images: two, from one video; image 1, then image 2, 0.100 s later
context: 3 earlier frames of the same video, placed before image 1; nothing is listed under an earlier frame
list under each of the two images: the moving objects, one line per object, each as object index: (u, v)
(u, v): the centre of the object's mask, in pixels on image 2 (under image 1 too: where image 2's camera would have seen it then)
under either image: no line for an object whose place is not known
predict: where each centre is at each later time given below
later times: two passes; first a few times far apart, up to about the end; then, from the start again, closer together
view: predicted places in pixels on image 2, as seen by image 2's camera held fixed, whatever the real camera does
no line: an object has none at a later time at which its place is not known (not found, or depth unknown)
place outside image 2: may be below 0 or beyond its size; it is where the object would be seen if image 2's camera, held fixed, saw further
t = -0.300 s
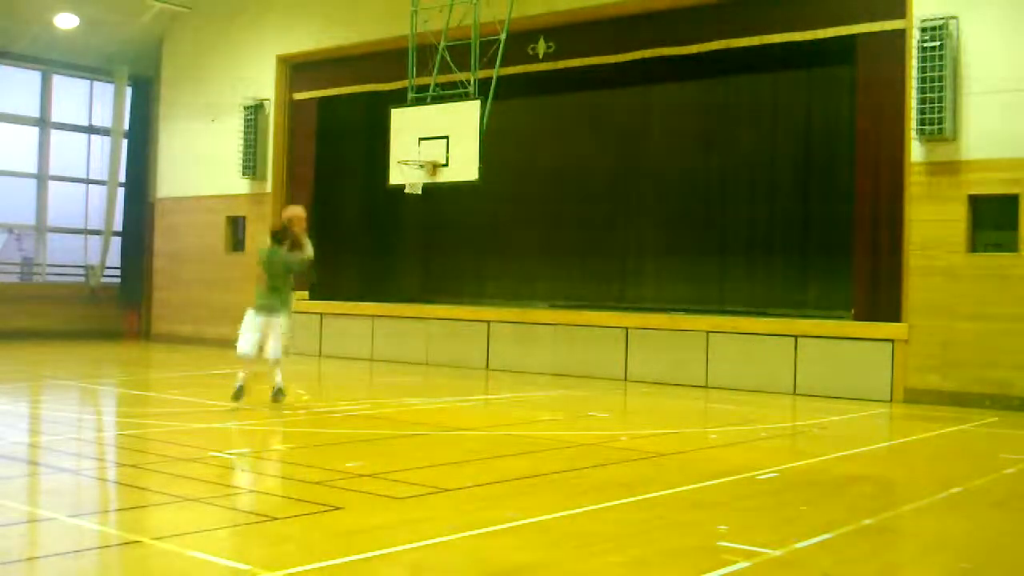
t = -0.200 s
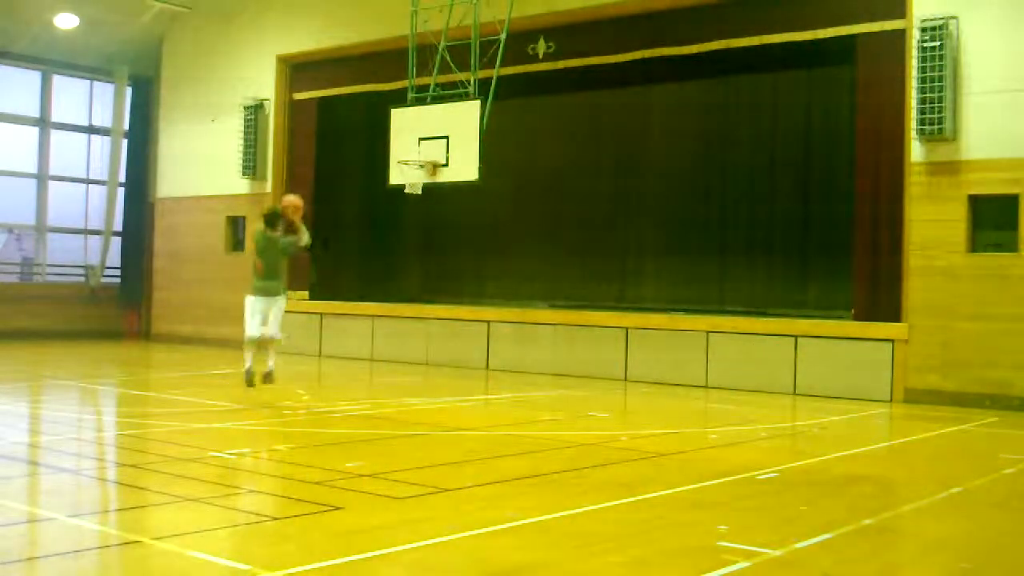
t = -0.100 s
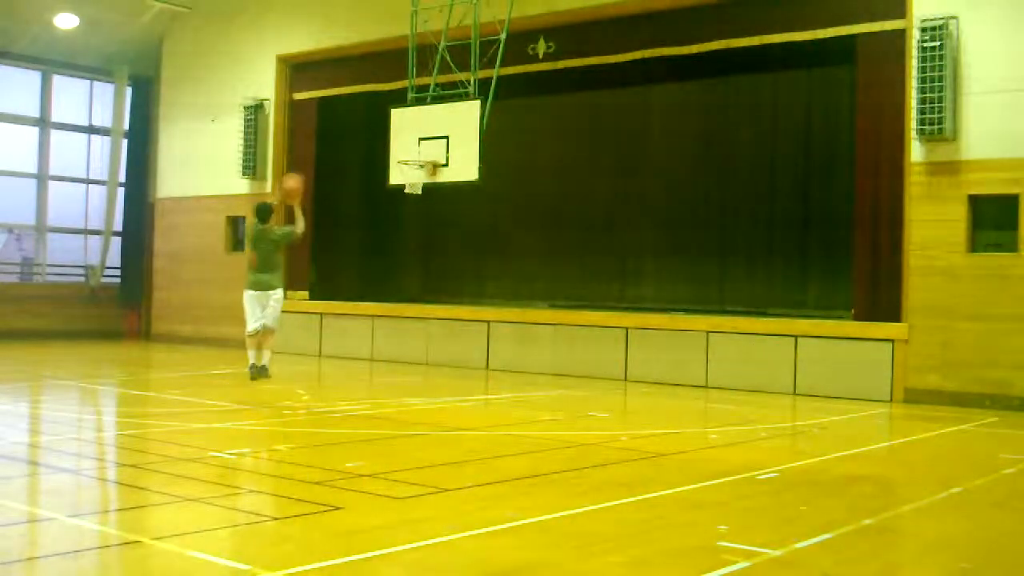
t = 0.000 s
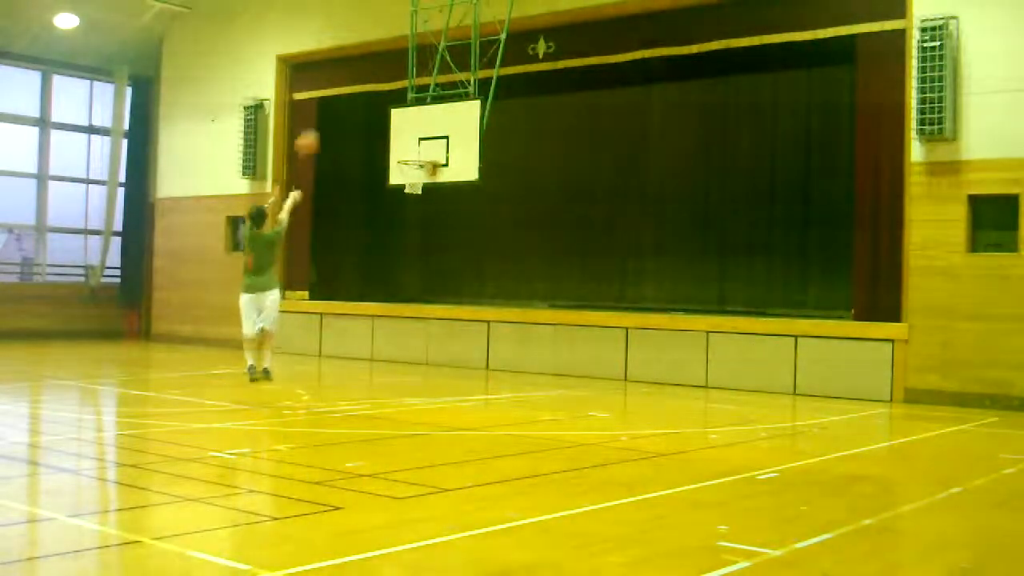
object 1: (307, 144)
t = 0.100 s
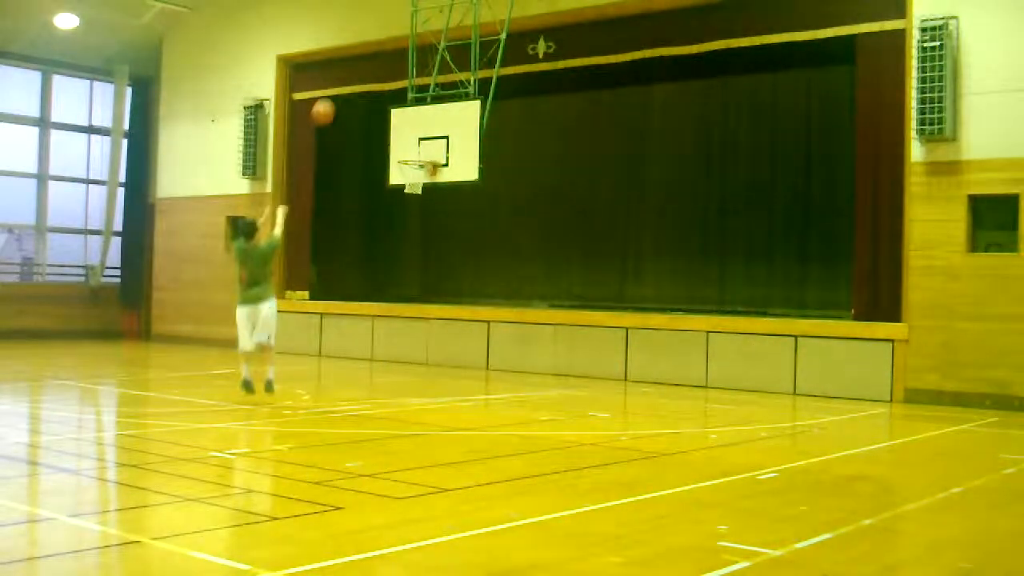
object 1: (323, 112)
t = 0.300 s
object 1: (350, 77)
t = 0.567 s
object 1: (380, 81)
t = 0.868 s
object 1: (409, 147)
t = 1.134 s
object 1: (408, 117)
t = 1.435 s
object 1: (402, 127)
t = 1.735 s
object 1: (394, 208)
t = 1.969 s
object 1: (388, 319)
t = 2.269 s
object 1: (382, 295)
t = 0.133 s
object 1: (327, 106)
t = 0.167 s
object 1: (332, 98)
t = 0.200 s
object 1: (336, 90)
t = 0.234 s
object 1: (342, 83)
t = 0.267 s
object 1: (346, 78)
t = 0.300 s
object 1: (350, 77)
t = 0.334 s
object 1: (355, 75)
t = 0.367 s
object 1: (359, 74)
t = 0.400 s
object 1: (363, 72)
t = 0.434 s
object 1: (367, 73)
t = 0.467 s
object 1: (371, 74)
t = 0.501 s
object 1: (374, 75)
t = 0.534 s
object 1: (377, 78)
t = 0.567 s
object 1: (380, 81)
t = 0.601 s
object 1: (385, 86)
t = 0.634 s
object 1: (388, 92)
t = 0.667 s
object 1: (391, 97)
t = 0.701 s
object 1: (394, 103)
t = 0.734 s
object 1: (396, 109)
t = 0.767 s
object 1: (401, 118)
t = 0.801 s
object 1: (404, 128)
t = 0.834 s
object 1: (407, 136)
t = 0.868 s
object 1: (409, 147)
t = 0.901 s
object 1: (410, 152)
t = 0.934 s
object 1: (410, 145)
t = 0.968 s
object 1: (410, 139)
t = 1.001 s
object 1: (409, 133)
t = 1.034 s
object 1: (409, 127)
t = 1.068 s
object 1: (408, 123)
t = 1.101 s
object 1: (408, 119)
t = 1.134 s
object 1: (408, 117)
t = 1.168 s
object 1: (407, 114)
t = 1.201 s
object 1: (407, 114)
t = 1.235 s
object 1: (406, 113)
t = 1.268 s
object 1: (406, 113)
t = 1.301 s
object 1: (405, 114)
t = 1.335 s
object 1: (405, 116)
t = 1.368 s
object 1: (404, 118)
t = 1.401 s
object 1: (403, 123)
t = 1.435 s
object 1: (402, 127)
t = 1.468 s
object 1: (402, 132)
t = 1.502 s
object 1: (401, 140)
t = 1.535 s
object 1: (400, 146)
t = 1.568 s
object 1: (400, 154)
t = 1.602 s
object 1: (400, 163)
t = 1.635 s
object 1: (398, 173)
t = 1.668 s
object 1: (396, 185)
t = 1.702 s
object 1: (396, 196)
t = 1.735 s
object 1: (394, 208)
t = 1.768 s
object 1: (394, 221)
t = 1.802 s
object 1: (392, 235)
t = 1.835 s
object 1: (392, 251)
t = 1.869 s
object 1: (390, 267)
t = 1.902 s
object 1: (389, 284)
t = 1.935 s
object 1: (388, 295)
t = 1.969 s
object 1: (388, 319)
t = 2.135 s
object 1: (381, 353)
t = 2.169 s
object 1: (382, 338)
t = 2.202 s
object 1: (382, 322)
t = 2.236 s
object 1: (383, 306)
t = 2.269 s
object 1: (382, 295)
